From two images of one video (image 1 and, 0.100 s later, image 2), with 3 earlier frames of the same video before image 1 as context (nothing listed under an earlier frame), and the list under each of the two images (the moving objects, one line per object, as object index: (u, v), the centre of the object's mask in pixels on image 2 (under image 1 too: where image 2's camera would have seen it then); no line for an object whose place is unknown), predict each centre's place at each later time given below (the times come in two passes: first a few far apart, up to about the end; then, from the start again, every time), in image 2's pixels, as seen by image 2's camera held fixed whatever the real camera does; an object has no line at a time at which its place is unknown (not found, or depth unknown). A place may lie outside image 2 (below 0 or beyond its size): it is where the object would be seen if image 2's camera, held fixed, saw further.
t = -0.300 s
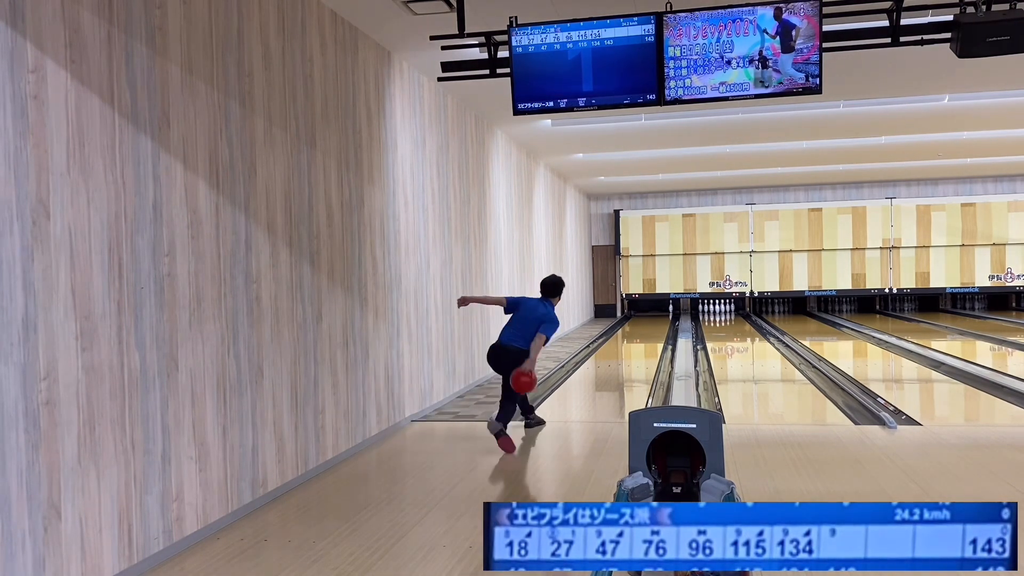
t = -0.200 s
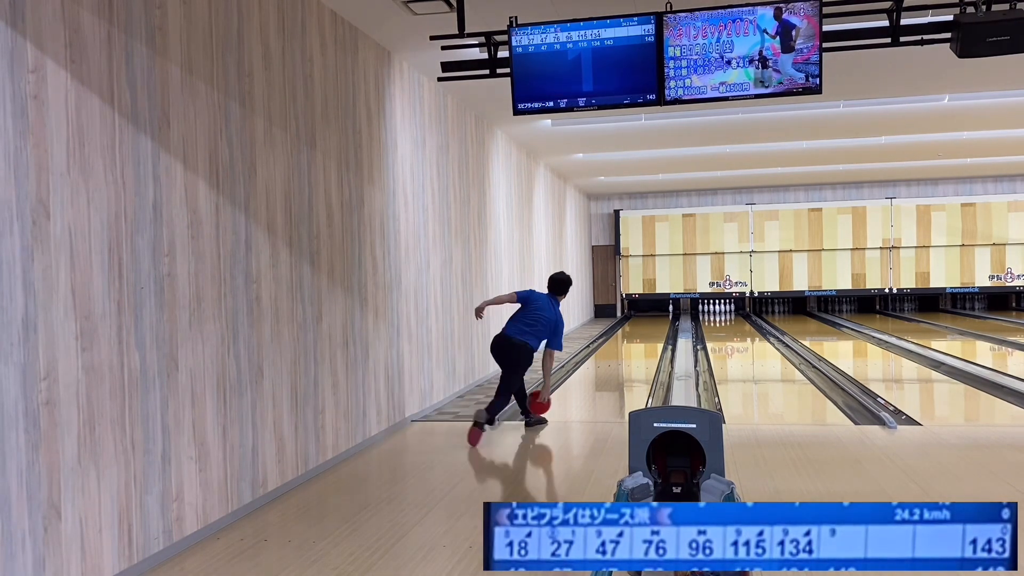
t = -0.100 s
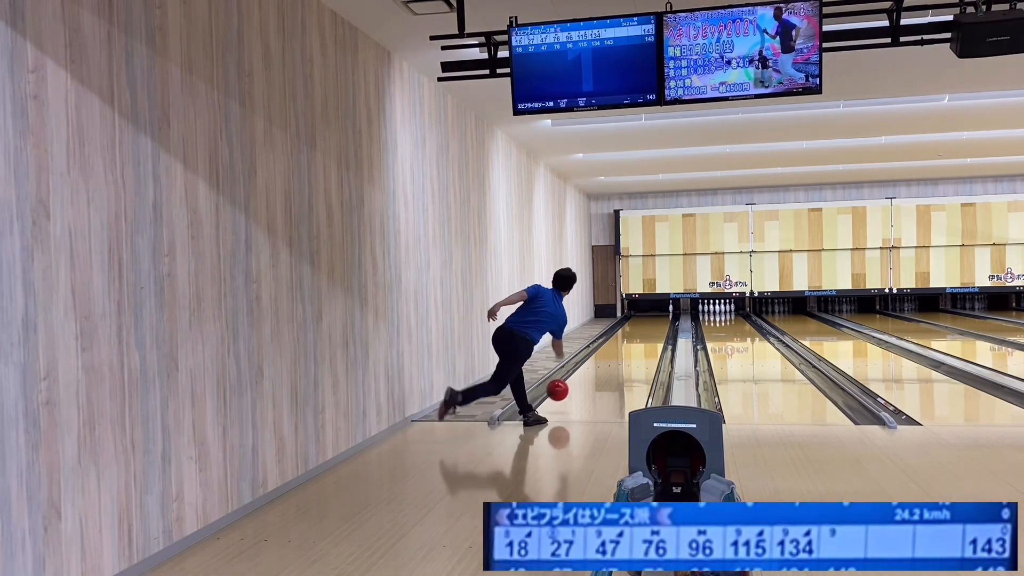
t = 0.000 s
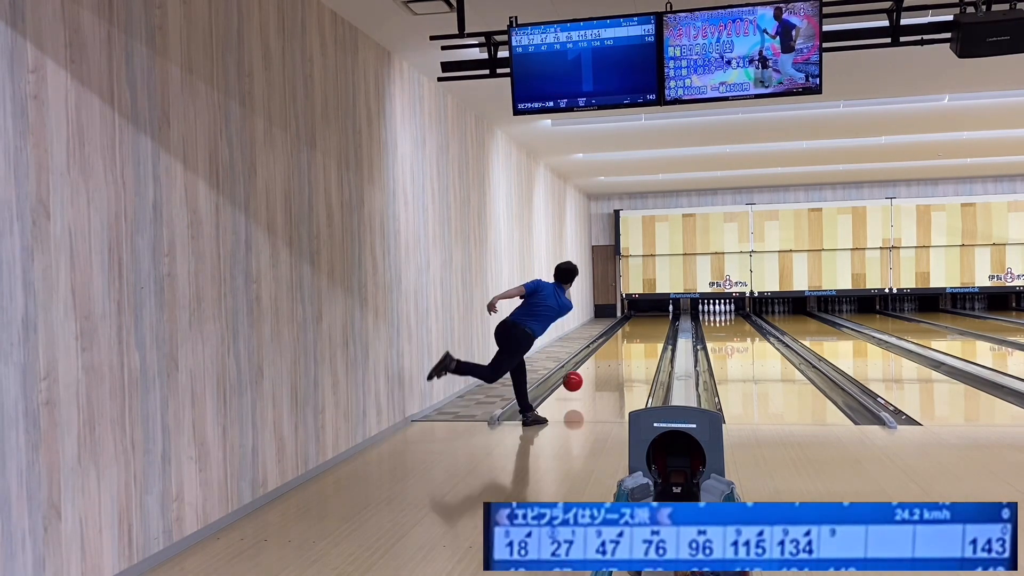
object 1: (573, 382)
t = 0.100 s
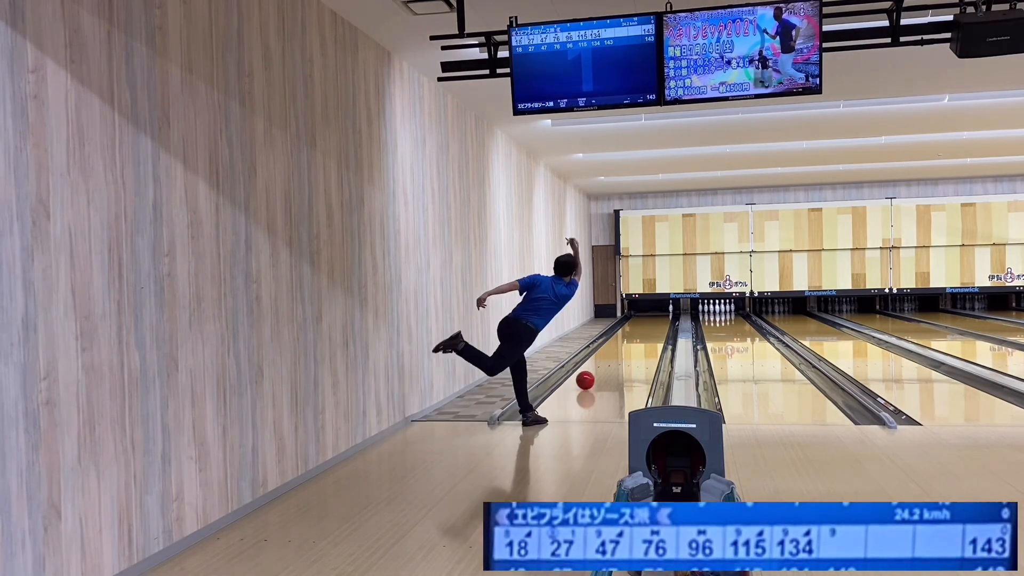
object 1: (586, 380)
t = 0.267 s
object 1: (602, 367)
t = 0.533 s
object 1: (622, 351)
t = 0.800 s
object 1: (637, 340)
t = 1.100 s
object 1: (649, 330)
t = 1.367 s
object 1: (657, 324)
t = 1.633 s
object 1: (663, 318)
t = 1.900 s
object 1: (668, 314)
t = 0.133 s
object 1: (589, 377)
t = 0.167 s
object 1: (592, 375)
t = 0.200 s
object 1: (596, 372)
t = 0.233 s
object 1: (599, 370)
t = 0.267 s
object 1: (602, 367)
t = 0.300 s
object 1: (605, 365)
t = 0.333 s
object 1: (608, 363)
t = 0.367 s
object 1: (610, 361)
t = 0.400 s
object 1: (613, 359)
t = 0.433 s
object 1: (615, 357)
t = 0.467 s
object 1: (618, 355)
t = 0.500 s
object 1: (620, 353)
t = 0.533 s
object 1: (622, 351)
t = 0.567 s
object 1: (624, 350)
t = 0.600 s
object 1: (626, 348)
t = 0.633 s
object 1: (628, 347)
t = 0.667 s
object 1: (630, 345)
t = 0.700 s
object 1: (632, 344)
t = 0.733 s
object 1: (633, 342)
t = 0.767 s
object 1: (635, 341)
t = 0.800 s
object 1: (637, 340)
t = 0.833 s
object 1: (638, 339)
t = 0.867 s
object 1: (639, 338)
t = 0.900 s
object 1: (641, 336)
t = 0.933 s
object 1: (642, 335)
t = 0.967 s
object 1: (644, 334)
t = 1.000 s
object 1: (645, 334)
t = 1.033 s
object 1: (646, 333)
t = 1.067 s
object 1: (647, 331)
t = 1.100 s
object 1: (649, 330)
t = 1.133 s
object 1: (650, 329)
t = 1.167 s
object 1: (651, 329)
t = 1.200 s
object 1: (652, 328)
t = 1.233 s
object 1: (653, 327)
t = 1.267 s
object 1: (654, 326)
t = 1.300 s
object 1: (655, 325)
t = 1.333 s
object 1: (656, 324)
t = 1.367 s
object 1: (657, 324)
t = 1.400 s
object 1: (657, 323)
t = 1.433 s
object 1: (659, 322)
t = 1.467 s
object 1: (659, 321)
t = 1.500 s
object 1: (660, 320)
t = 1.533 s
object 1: (661, 320)
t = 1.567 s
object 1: (661, 319)
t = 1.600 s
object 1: (662, 319)
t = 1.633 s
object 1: (663, 318)
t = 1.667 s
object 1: (664, 317)
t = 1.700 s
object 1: (665, 316)
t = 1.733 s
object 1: (665, 316)
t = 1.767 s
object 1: (666, 316)
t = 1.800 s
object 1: (666, 315)
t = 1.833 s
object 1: (666, 315)
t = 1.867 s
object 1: (667, 314)
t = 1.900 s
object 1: (668, 314)
